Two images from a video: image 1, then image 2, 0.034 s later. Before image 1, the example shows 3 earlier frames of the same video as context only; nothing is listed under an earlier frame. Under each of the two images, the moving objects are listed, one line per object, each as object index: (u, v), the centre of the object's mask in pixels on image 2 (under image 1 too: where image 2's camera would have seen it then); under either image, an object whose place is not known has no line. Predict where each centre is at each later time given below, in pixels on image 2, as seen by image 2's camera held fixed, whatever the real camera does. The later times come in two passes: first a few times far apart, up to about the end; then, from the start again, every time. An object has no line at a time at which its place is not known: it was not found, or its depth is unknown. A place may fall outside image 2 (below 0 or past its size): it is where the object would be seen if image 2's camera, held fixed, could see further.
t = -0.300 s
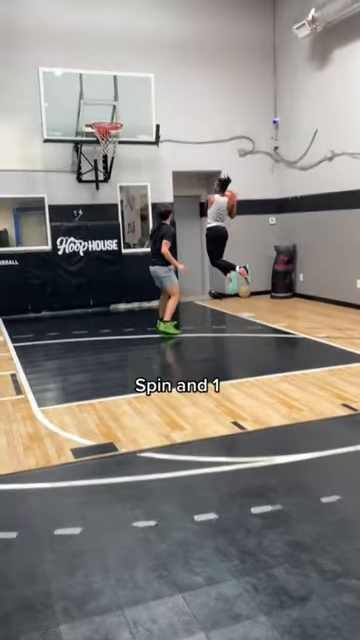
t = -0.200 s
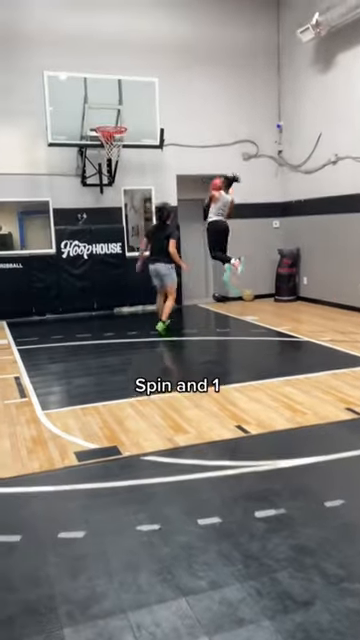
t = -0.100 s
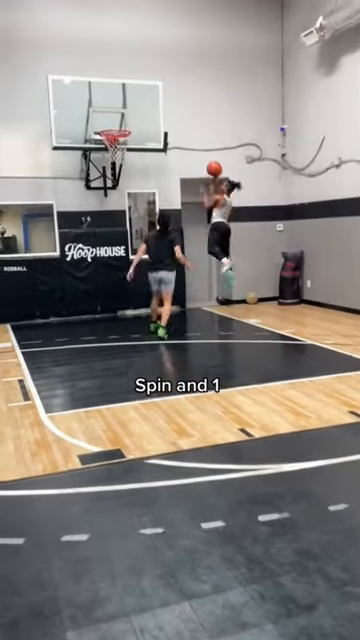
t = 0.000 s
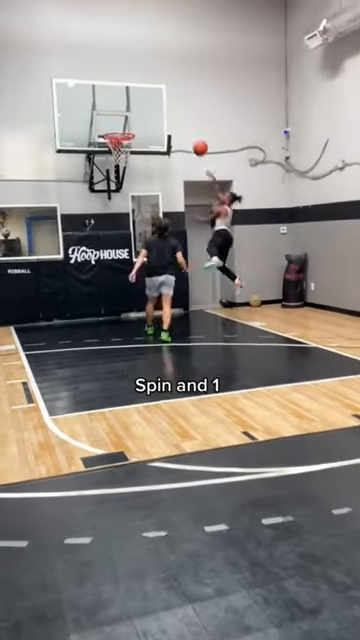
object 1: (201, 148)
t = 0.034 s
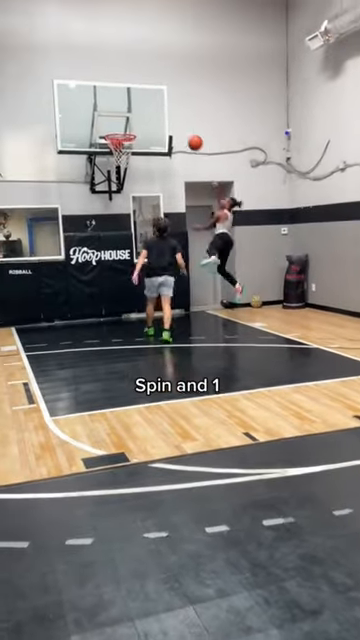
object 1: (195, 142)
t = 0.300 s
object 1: (147, 119)
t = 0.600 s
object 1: (122, 139)
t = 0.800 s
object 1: (116, 169)
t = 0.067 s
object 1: (189, 137)
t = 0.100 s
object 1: (183, 132)
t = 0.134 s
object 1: (177, 128)
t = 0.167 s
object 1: (170, 124)
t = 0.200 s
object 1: (165, 122)
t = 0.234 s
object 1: (159, 120)
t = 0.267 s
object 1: (152, 119)
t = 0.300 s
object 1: (147, 119)
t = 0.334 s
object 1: (141, 119)
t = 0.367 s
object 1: (135, 120)
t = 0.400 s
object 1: (132, 121)
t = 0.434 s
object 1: (130, 122)
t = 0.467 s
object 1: (128, 124)
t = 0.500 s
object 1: (126, 126)
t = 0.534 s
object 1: (125, 128)
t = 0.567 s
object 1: (123, 132)
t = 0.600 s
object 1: (122, 139)
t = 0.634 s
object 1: (121, 143)
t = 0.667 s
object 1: (118, 149)
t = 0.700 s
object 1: (119, 155)
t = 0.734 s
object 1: (117, 160)
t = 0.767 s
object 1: (117, 164)
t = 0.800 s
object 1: (116, 169)
